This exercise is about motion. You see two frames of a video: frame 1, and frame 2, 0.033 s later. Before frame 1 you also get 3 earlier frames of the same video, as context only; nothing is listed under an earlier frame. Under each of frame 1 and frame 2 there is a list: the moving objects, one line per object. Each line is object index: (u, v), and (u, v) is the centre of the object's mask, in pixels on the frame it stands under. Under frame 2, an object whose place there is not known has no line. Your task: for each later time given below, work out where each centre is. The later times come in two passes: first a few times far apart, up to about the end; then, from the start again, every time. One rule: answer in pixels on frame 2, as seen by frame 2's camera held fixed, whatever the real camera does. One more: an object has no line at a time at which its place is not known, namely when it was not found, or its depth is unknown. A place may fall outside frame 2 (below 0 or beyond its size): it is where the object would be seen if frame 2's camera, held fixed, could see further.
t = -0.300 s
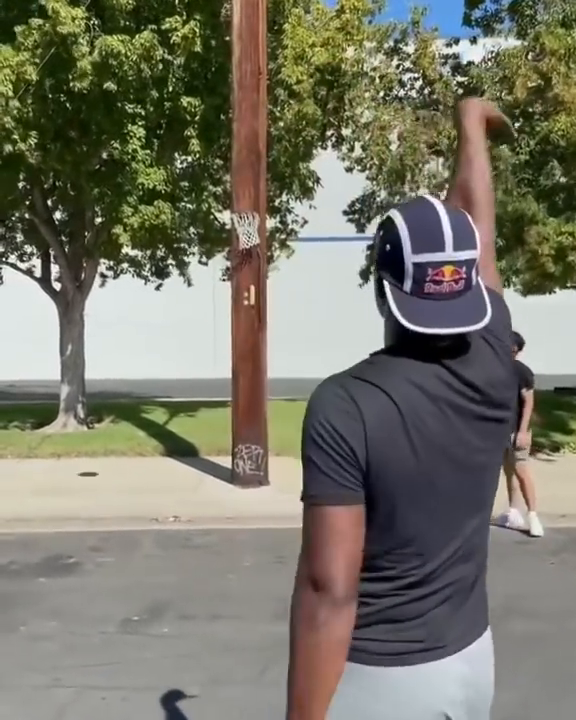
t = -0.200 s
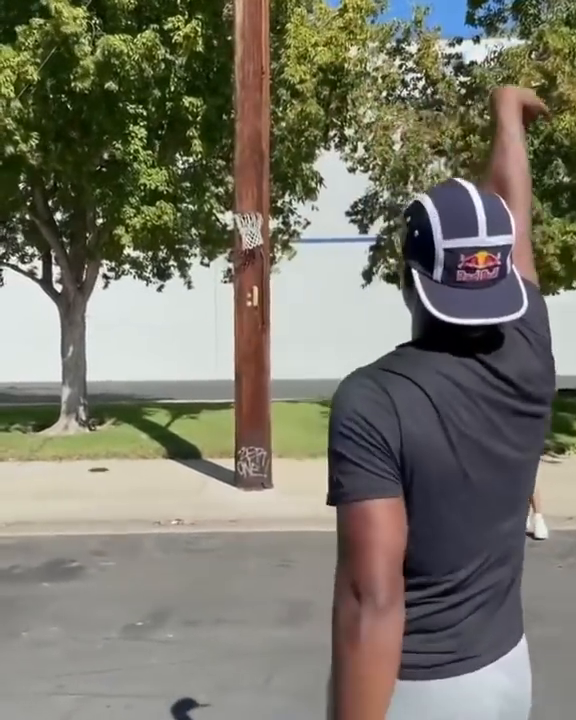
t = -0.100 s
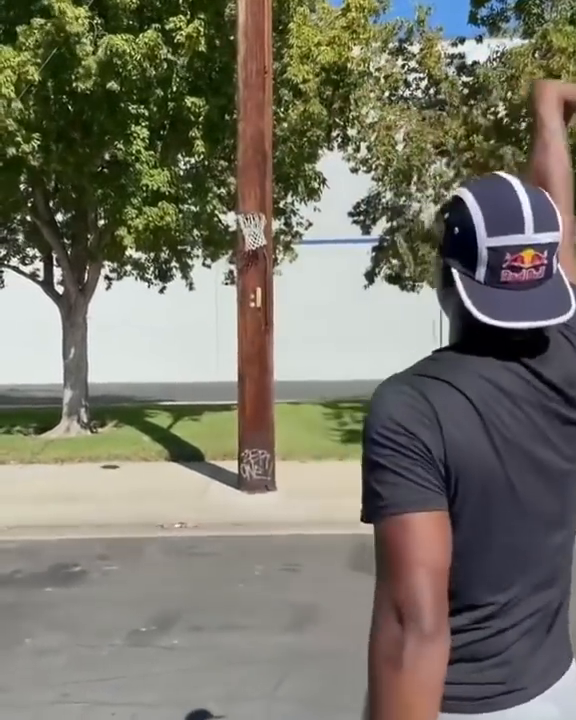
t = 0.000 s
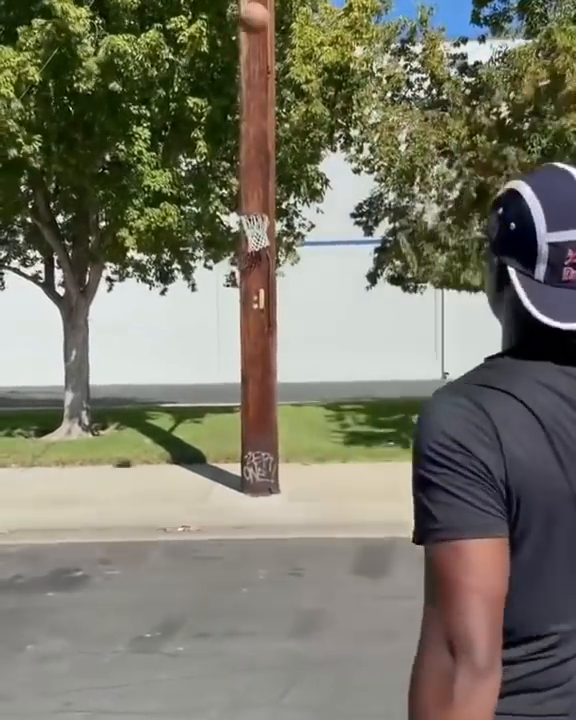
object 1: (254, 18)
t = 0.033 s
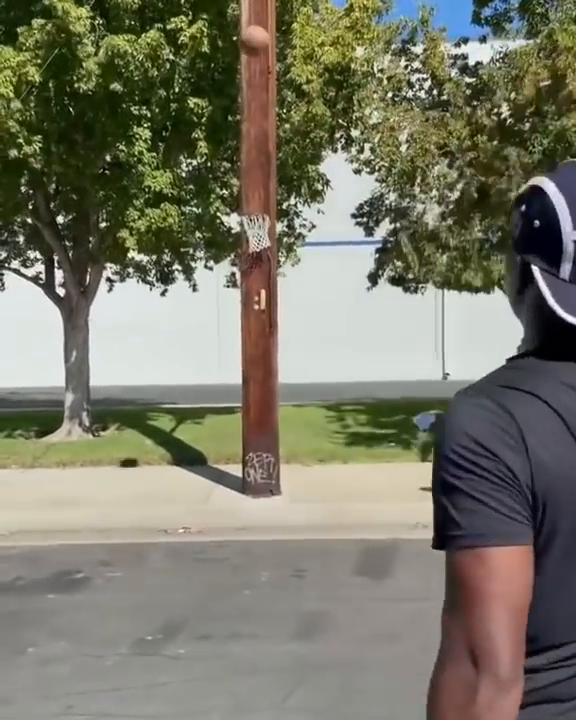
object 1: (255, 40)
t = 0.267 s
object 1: (252, 201)
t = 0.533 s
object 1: (249, 203)
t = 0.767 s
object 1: (262, 202)
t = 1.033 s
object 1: (264, 202)
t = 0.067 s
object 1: (255, 61)
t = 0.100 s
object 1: (254, 85)
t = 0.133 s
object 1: (254, 107)
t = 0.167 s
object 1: (254, 129)
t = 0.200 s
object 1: (254, 152)
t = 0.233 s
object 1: (253, 174)
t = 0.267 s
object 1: (252, 201)
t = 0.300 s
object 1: (255, 208)
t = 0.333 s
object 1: (253, 206)
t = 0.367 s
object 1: (251, 204)
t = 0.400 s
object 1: (250, 202)
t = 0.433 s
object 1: (249, 201)
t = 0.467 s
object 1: (249, 201)
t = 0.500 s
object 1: (249, 202)
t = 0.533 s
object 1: (249, 203)
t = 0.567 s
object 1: (250, 203)
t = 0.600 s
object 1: (253, 203)
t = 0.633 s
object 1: (254, 203)
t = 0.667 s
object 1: (257, 202)
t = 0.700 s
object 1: (258, 202)
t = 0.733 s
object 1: (260, 202)
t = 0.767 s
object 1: (262, 202)
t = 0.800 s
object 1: (263, 202)
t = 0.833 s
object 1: (263, 201)
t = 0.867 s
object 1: (264, 202)
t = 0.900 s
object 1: (264, 202)
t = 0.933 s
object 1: (263, 202)
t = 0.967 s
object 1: (263, 202)
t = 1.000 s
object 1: (264, 202)
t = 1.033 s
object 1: (264, 202)
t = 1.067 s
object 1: (264, 202)
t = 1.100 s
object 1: (264, 202)
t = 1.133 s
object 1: (263, 202)
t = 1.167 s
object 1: (263, 202)
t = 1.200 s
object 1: (262, 202)
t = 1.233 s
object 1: (261, 202)
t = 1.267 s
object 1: (260, 203)
